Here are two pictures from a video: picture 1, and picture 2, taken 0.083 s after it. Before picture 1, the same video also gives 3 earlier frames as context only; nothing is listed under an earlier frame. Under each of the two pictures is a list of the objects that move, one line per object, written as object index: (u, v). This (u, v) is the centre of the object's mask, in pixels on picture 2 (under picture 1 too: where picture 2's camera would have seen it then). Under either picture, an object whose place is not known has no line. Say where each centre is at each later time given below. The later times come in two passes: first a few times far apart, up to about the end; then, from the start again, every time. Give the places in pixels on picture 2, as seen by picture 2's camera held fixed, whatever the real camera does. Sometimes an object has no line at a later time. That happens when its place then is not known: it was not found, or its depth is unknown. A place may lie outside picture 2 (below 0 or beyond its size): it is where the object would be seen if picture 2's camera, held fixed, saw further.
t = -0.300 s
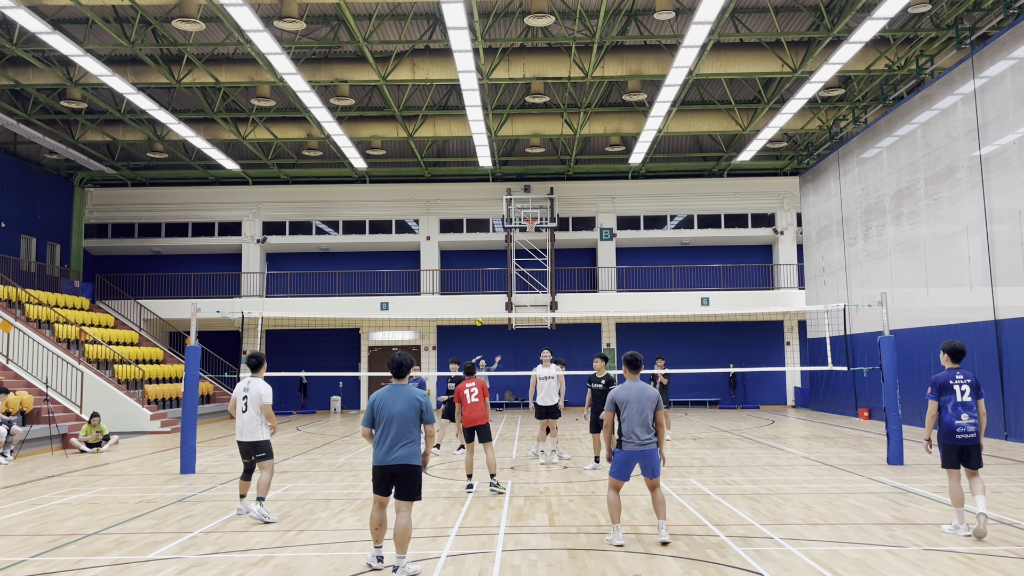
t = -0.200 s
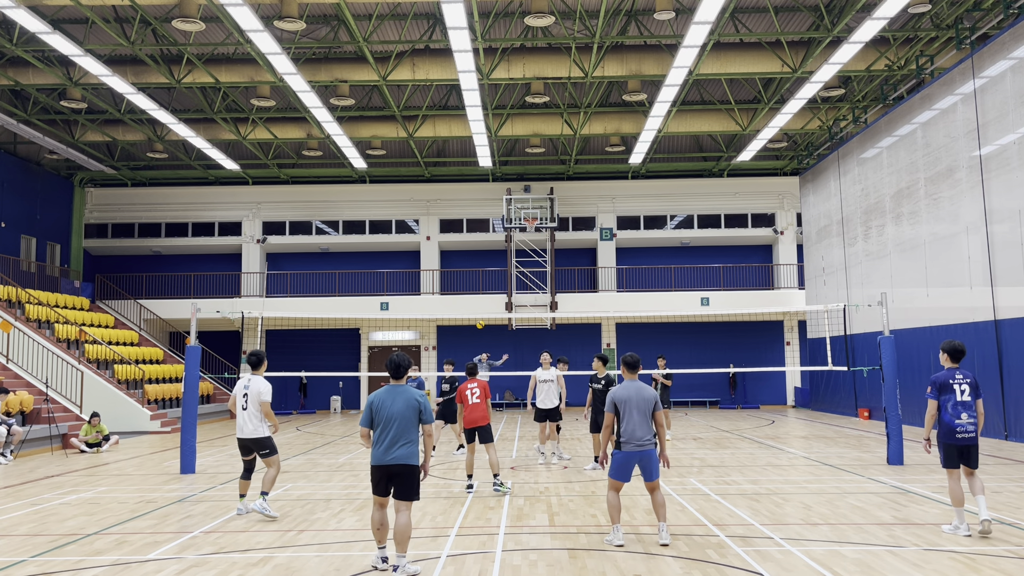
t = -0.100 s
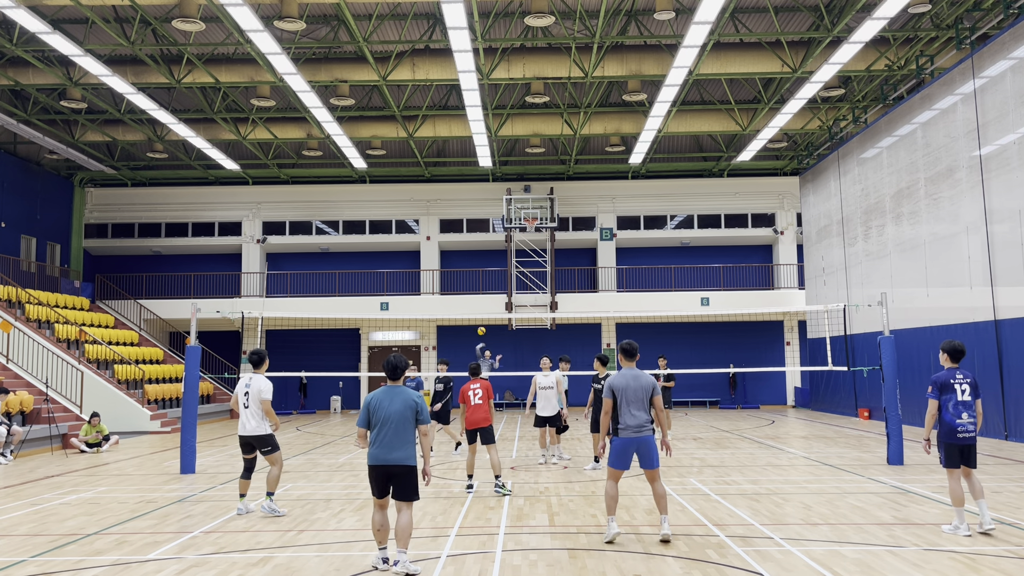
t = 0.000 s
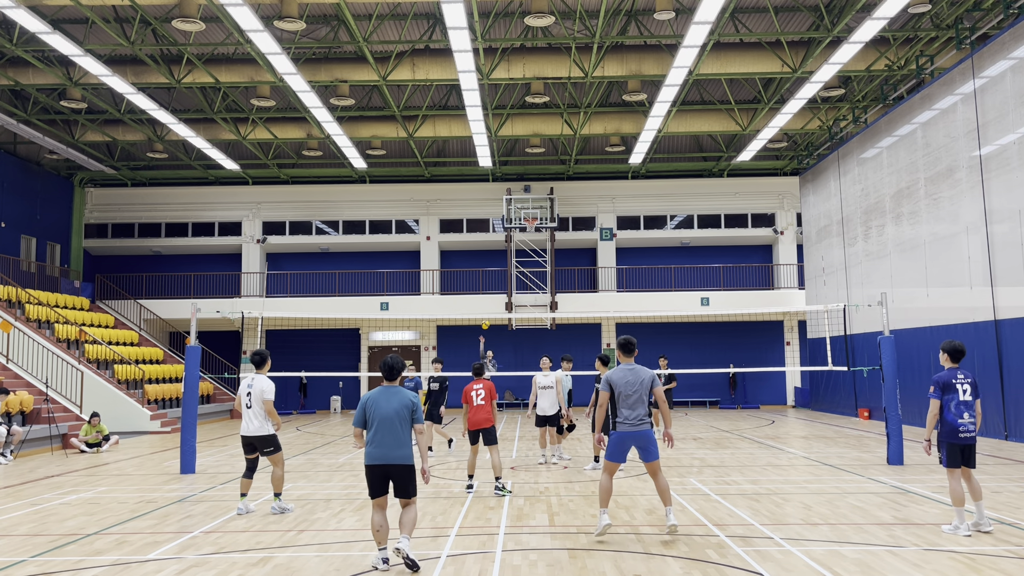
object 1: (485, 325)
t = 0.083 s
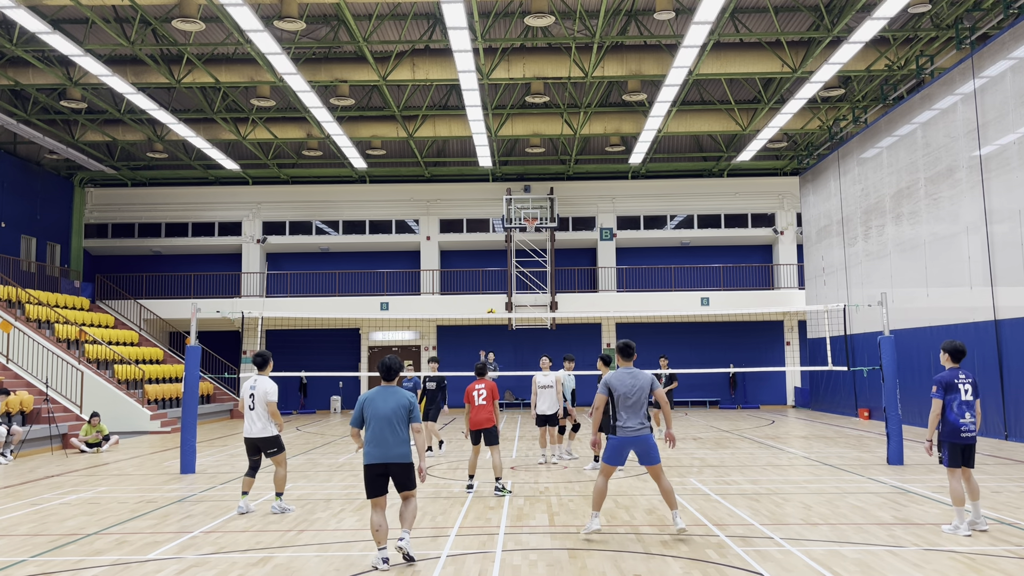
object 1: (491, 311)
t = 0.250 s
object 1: (505, 291)
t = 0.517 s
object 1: (529, 277)
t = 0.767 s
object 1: (569, 307)
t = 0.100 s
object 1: (492, 310)
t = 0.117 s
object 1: (494, 307)
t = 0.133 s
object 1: (495, 305)
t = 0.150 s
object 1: (496, 303)
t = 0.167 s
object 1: (498, 301)
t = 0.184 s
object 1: (500, 298)
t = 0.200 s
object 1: (501, 296)
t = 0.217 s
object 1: (502, 294)
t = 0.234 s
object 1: (504, 292)
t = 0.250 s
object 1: (505, 291)
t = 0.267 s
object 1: (506, 289)
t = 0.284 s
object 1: (508, 287)
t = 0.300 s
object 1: (509, 286)
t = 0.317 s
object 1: (510, 284)
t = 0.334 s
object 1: (512, 283)
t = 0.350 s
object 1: (513, 282)
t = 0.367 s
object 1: (515, 281)
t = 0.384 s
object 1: (516, 280)
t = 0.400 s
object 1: (518, 279)
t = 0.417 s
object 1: (519, 278)
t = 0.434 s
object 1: (521, 278)
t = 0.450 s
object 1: (522, 277)
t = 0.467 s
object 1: (524, 277)
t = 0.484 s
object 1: (526, 277)
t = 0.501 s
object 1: (527, 277)
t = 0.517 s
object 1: (529, 277)
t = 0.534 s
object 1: (531, 278)
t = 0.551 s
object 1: (533, 278)
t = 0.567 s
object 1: (535, 279)
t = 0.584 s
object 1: (537, 280)
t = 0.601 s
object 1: (539, 281)
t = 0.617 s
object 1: (542, 283)
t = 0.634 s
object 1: (544, 284)
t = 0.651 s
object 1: (547, 286)
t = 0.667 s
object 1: (550, 288)
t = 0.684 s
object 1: (552, 290)
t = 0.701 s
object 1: (555, 293)
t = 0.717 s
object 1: (558, 296)
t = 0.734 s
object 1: (562, 299)
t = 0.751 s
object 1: (565, 303)
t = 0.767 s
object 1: (569, 307)
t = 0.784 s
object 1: (572, 311)
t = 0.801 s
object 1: (576, 316)
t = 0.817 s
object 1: (580, 321)
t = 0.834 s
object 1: (584, 326)
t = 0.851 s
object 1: (589, 332)
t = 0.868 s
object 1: (593, 338)
